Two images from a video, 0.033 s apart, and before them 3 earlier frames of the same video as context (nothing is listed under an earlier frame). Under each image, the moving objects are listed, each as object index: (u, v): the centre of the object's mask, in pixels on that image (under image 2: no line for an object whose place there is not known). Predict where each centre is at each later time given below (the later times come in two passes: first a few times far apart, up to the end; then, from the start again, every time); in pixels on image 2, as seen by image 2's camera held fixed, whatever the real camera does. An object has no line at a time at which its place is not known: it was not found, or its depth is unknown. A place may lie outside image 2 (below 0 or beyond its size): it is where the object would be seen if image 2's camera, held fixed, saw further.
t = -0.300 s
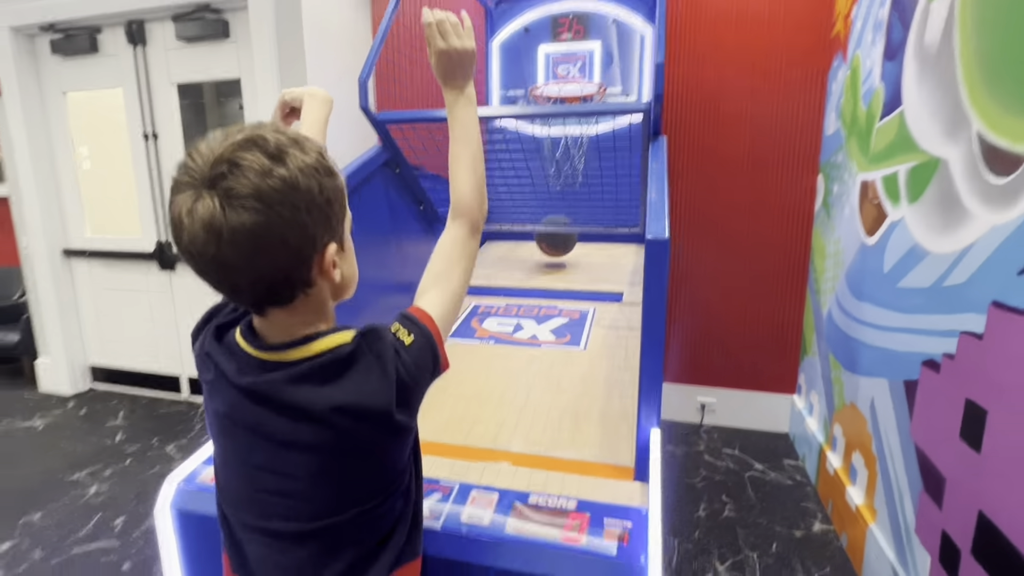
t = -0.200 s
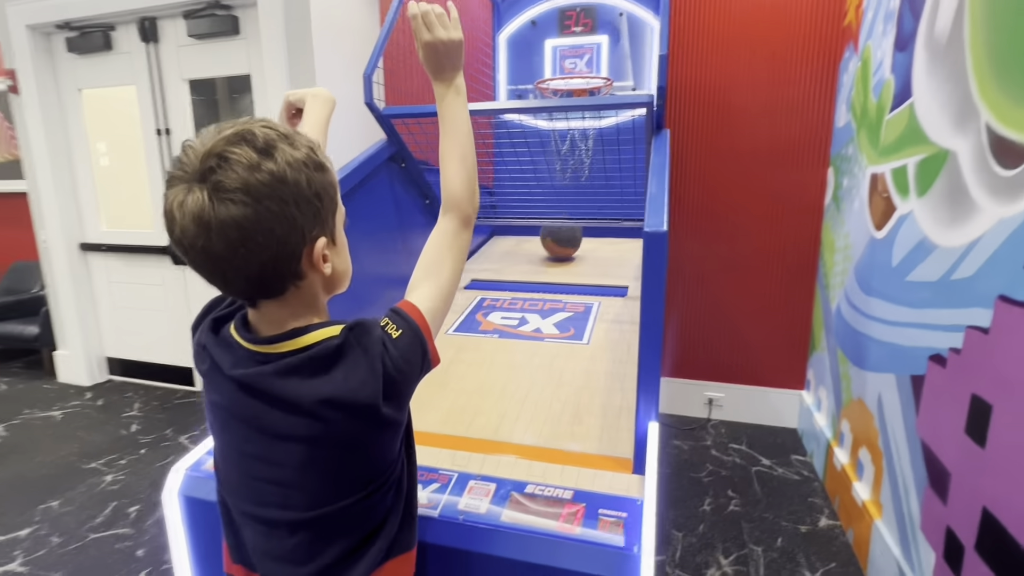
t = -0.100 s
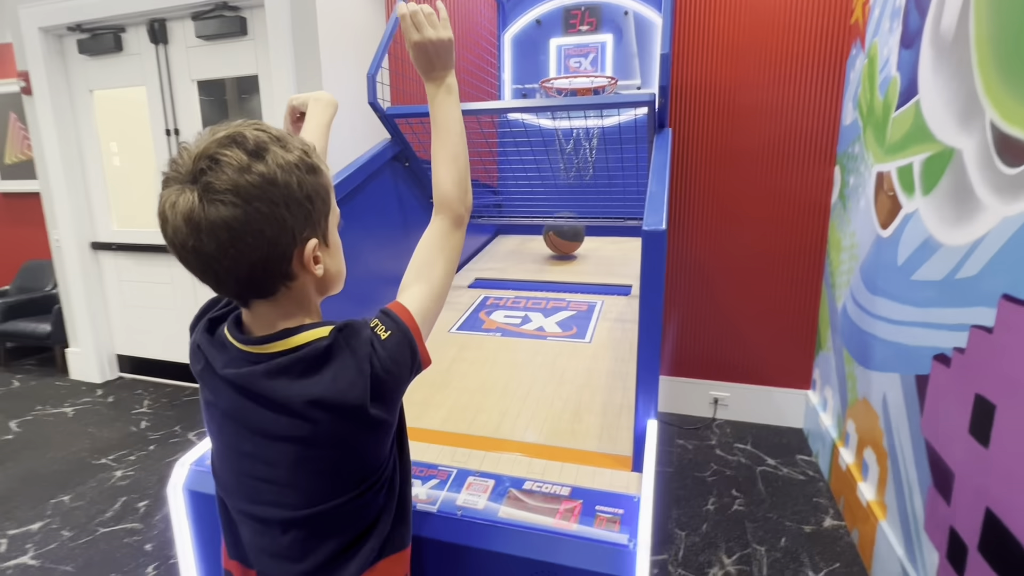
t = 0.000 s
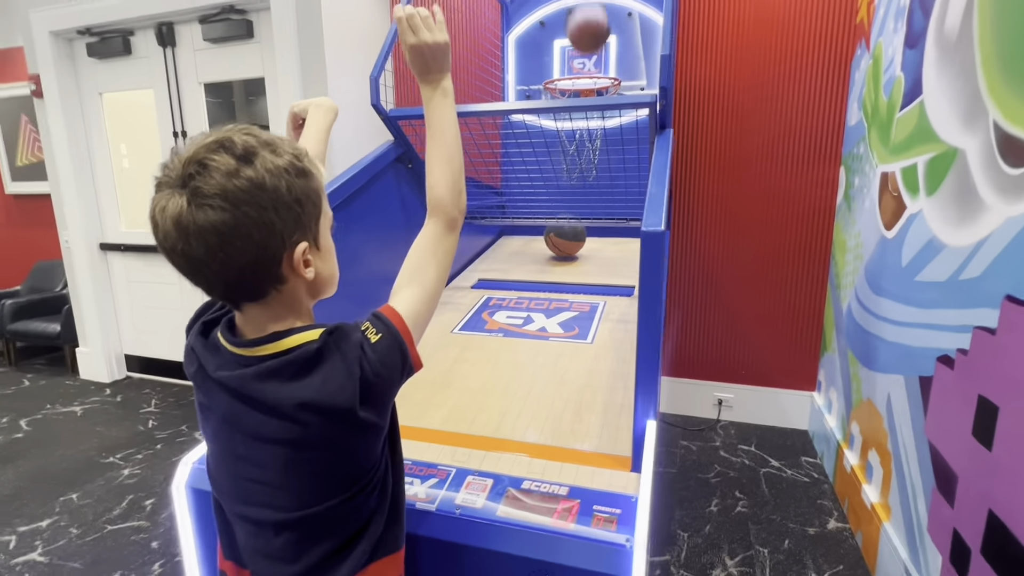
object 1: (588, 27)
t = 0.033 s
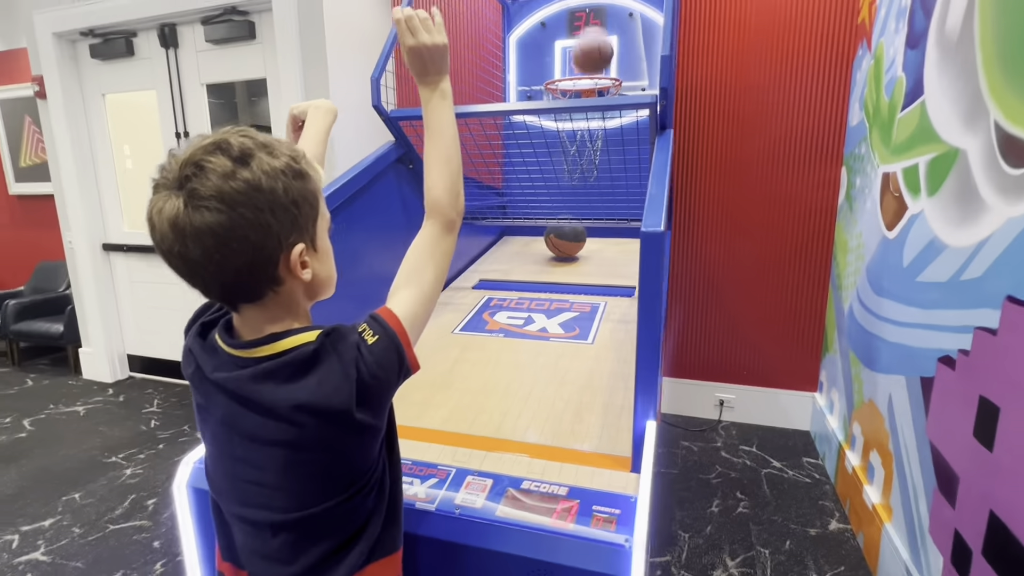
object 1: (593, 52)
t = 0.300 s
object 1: (579, 56)
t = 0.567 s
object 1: (567, 54)
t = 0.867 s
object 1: (538, 157)
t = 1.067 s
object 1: (543, 168)
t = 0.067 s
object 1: (594, 62)
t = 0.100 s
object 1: (592, 58)
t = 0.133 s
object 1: (590, 54)
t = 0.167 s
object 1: (589, 51)
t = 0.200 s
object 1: (586, 51)
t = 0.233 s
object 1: (584, 52)
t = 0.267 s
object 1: (581, 54)
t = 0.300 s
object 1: (579, 56)
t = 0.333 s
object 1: (578, 50)
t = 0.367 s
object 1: (577, 45)
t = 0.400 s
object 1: (575, 41)
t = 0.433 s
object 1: (574, 41)
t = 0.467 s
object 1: (572, 42)
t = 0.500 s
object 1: (571, 46)
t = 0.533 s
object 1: (569, 53)
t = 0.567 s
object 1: (567, 54)
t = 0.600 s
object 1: (564, 55)
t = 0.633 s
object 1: (561, 58)
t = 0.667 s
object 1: (558, 64)
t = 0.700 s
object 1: (555, 73)
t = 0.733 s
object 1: (551, 81)
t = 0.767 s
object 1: (548, 88)
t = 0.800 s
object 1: (546, 117)
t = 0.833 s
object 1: (541, 137)
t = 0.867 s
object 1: (538, 157)
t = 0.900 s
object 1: (534, 183)
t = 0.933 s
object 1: (536, 179)
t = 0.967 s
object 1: (538, 172)
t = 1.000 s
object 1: (540, 168)
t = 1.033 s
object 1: (541, 167)
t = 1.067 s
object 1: (543, 168)
